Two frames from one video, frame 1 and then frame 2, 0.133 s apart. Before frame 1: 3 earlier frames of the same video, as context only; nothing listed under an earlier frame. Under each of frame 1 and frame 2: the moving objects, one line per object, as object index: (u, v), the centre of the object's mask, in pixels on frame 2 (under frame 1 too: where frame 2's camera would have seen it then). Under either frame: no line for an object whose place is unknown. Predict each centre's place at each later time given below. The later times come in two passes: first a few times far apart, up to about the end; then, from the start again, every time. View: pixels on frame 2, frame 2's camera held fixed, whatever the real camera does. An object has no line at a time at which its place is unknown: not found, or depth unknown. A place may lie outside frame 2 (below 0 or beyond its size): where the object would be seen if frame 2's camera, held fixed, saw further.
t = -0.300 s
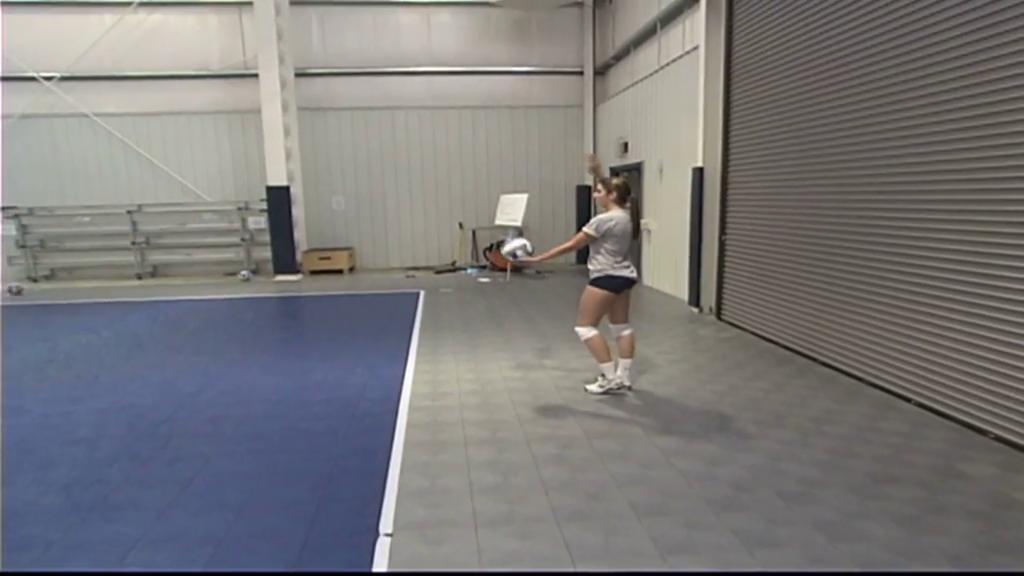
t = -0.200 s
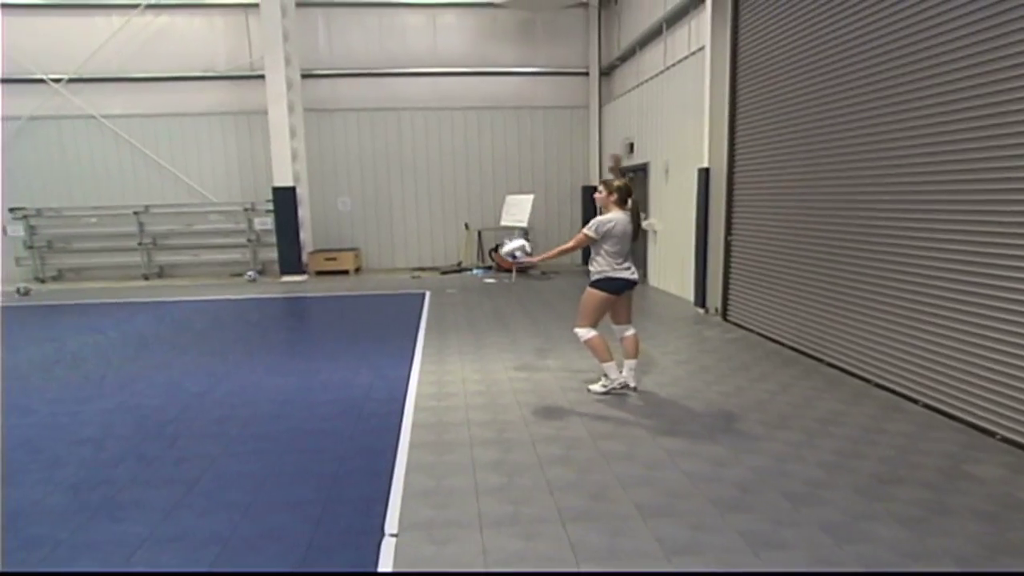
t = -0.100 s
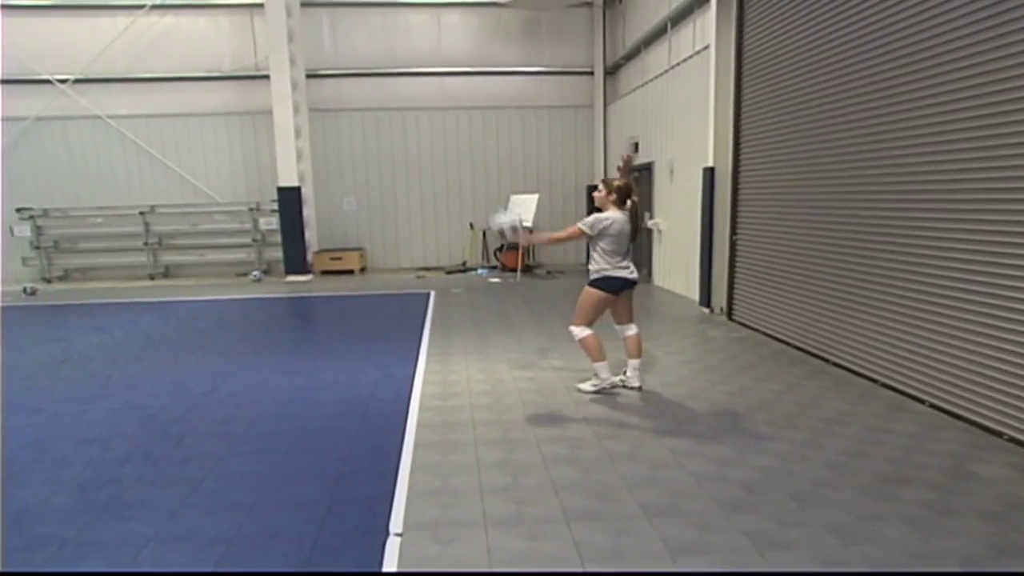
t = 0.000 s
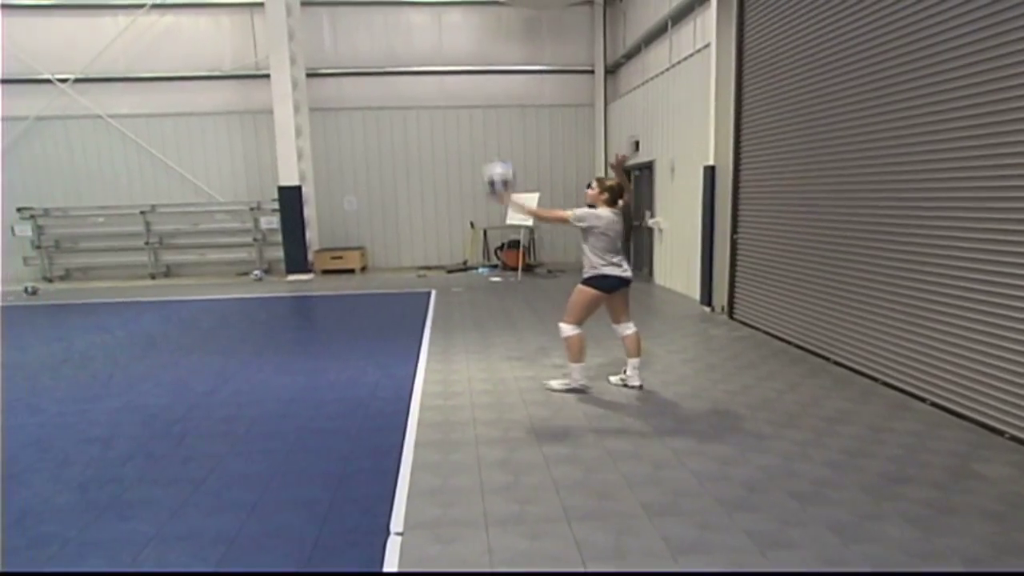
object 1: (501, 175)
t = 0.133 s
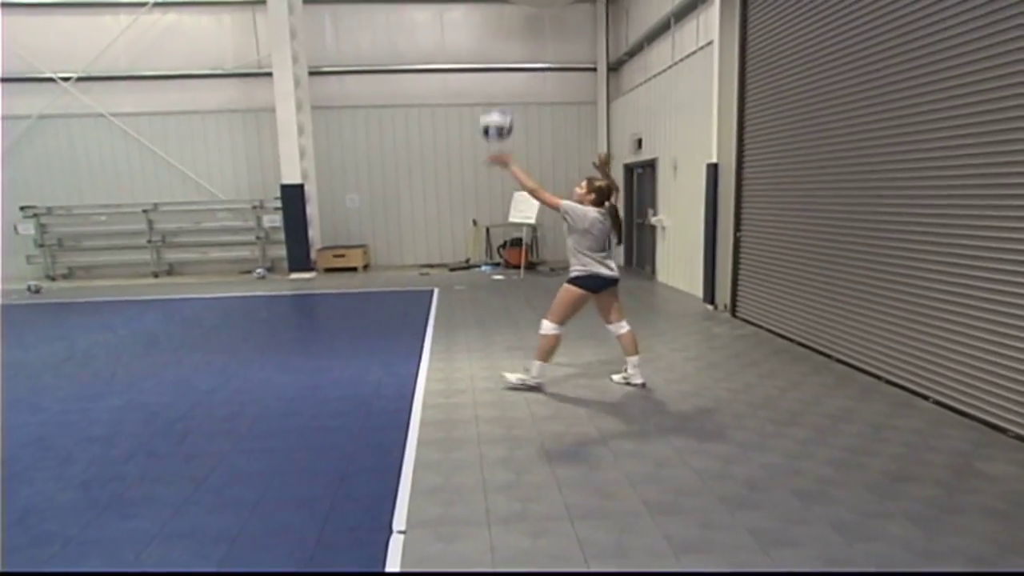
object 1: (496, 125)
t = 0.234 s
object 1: (493, 103)
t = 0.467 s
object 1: (486, 101)
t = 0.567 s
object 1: (484, 120)
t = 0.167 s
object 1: (495, 117)
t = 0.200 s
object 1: (493, 109)
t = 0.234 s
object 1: (493, 103)
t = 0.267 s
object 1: (492, 98)
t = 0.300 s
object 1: (491, 96)
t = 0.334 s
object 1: (490, 94)
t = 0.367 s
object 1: (489, 93)
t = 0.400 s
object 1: (488, 94)
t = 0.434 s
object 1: (487, 97)
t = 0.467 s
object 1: (486, 101)
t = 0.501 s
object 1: (485, 106)
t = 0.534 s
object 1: (488, 111)
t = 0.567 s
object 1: (484, 120)
